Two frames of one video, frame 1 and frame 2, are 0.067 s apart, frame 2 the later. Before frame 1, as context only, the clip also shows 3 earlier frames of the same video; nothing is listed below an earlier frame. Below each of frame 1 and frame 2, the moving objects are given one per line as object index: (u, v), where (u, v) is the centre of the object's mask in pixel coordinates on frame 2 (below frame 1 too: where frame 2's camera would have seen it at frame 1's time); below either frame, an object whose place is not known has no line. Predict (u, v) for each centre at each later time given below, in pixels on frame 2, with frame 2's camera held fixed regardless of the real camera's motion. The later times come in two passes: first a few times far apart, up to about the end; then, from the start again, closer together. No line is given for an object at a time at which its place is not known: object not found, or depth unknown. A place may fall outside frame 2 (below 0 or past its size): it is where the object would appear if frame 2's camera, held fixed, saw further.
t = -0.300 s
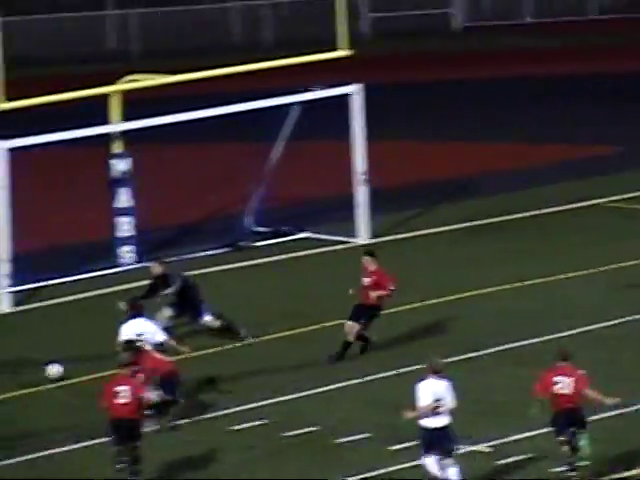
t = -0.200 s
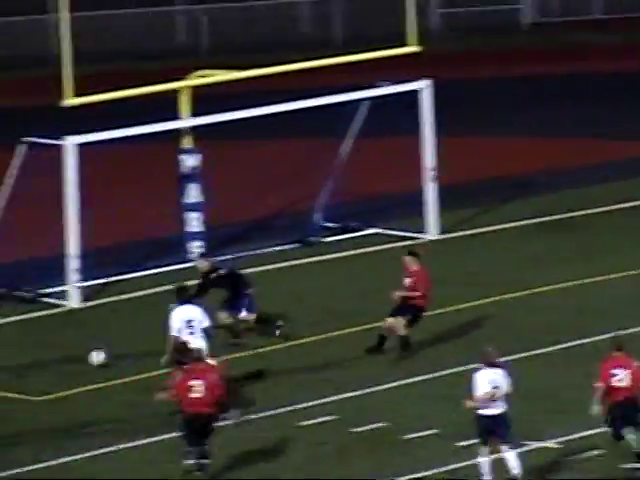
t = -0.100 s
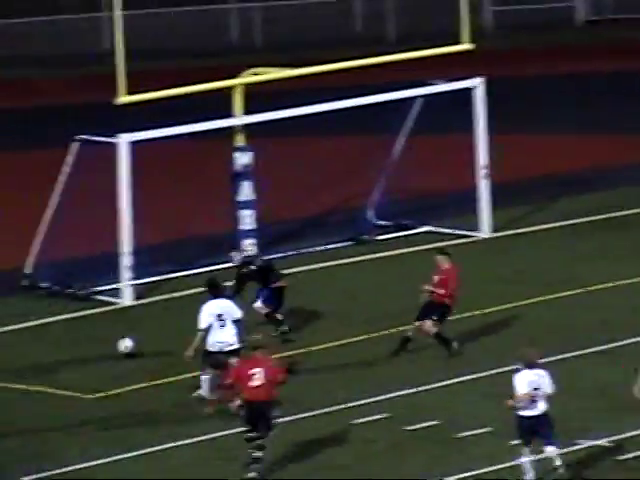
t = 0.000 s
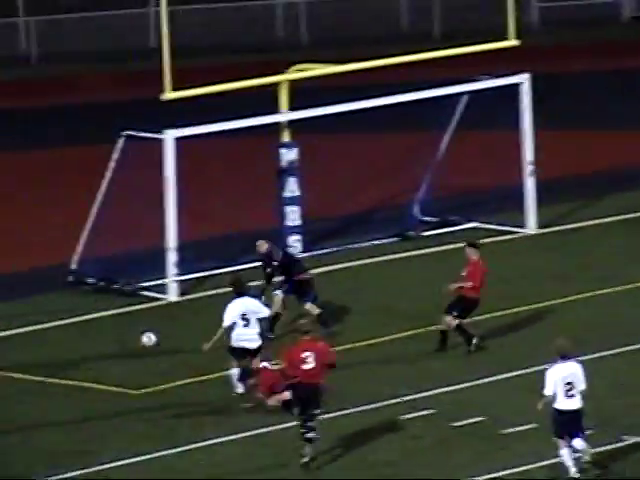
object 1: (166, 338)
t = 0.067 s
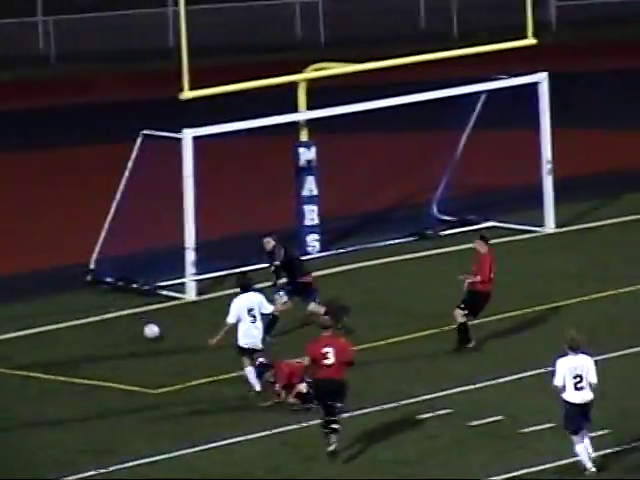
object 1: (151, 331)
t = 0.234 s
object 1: (115, 321)
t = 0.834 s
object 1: (4, 282)
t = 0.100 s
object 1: (144, 327)
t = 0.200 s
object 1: (121, 321)
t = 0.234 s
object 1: (115, 321)
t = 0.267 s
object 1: (108, 321)
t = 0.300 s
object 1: (101, 318)
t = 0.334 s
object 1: (94, 314)
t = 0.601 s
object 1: (44, 298)
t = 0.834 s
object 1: (4, 282)
